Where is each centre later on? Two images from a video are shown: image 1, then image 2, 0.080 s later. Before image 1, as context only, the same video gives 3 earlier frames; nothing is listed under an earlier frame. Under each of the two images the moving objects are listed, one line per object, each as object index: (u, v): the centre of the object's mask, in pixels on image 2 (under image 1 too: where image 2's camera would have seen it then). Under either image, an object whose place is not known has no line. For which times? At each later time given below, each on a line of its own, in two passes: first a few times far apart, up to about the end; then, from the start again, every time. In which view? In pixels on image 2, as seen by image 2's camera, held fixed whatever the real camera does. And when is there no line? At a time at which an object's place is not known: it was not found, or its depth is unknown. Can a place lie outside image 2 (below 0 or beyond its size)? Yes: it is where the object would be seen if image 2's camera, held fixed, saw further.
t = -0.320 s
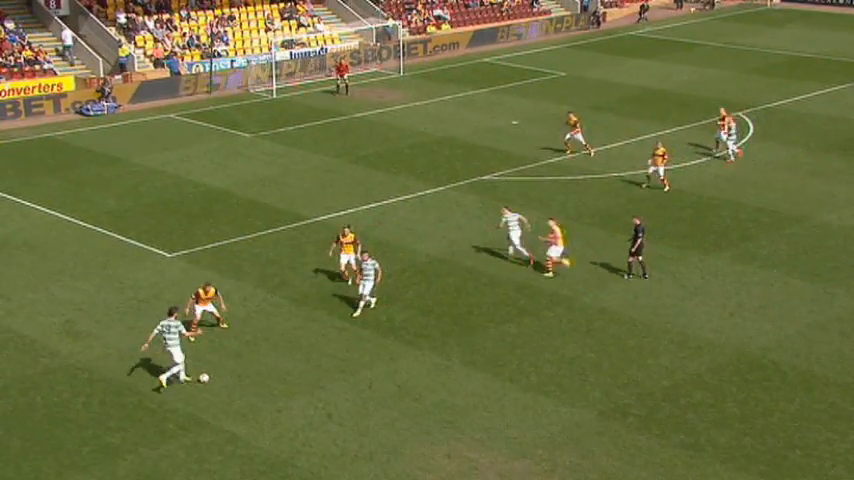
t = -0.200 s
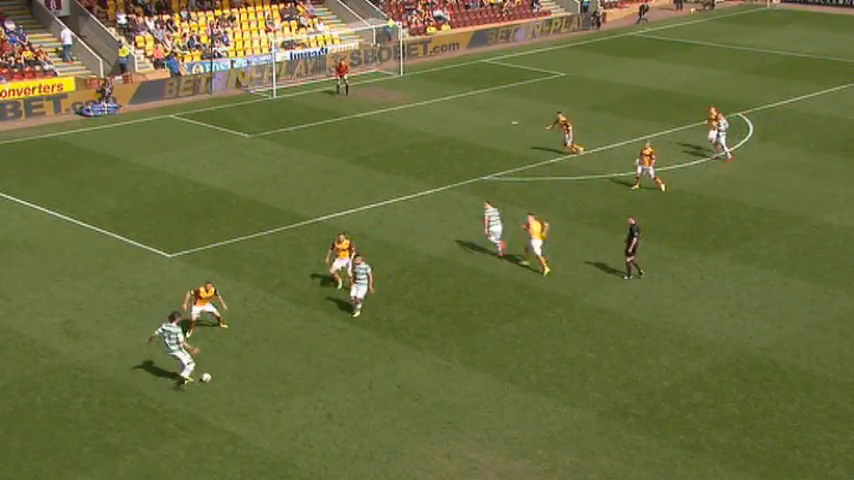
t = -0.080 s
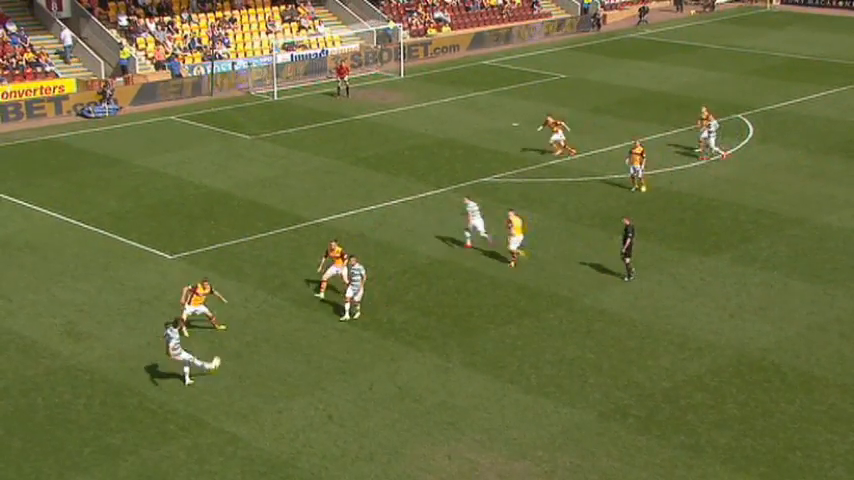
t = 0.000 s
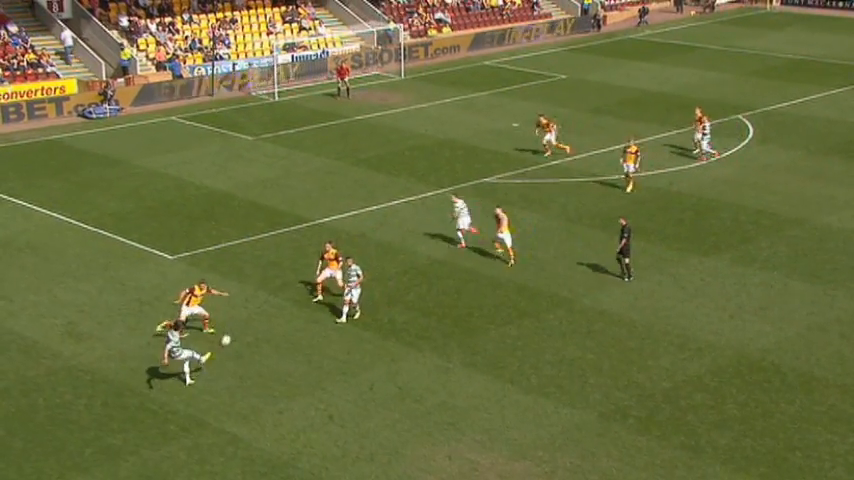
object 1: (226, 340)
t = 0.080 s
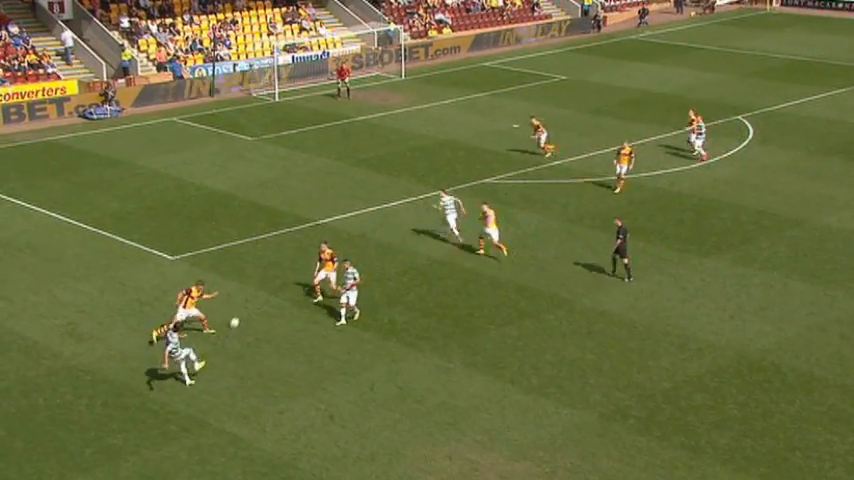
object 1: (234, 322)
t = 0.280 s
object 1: (247, 283)
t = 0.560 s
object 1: (260, 247)
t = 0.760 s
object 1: (266, 228)
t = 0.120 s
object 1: (237, 313)
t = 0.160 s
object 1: (241, 305)
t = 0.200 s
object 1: (244, 298)
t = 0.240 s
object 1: (246, 290)
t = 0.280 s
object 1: (247, 283)
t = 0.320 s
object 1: (250, 277)
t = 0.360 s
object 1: (252, 271)
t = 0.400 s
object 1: (254, 266)
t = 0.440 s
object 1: (255, 261)
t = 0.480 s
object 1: (257, 256)
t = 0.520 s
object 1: (258, 251)
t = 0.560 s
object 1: (260, 247)
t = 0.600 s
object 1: (261, 244)
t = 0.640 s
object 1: (262, 240)
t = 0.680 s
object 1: (263, 235)
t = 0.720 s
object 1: (265, 232)
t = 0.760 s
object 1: (266, 228)
